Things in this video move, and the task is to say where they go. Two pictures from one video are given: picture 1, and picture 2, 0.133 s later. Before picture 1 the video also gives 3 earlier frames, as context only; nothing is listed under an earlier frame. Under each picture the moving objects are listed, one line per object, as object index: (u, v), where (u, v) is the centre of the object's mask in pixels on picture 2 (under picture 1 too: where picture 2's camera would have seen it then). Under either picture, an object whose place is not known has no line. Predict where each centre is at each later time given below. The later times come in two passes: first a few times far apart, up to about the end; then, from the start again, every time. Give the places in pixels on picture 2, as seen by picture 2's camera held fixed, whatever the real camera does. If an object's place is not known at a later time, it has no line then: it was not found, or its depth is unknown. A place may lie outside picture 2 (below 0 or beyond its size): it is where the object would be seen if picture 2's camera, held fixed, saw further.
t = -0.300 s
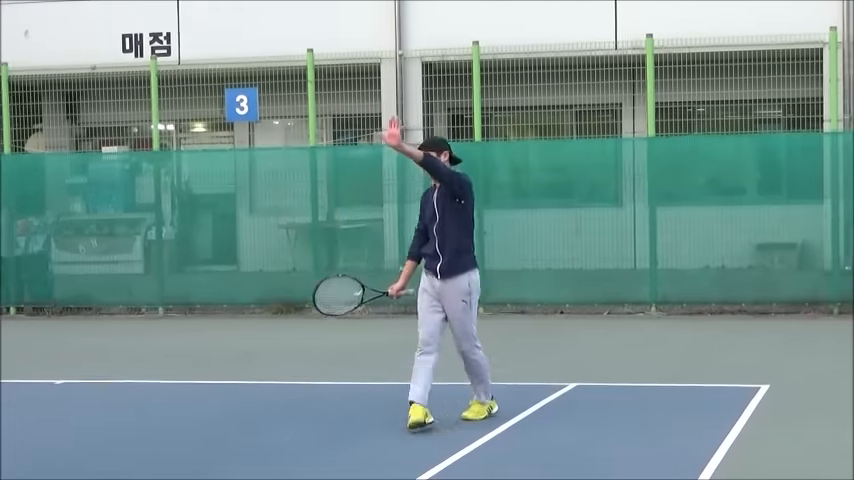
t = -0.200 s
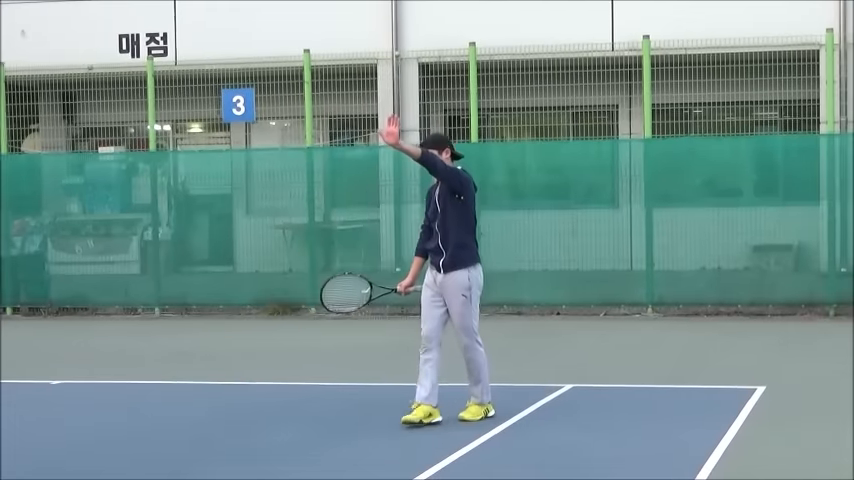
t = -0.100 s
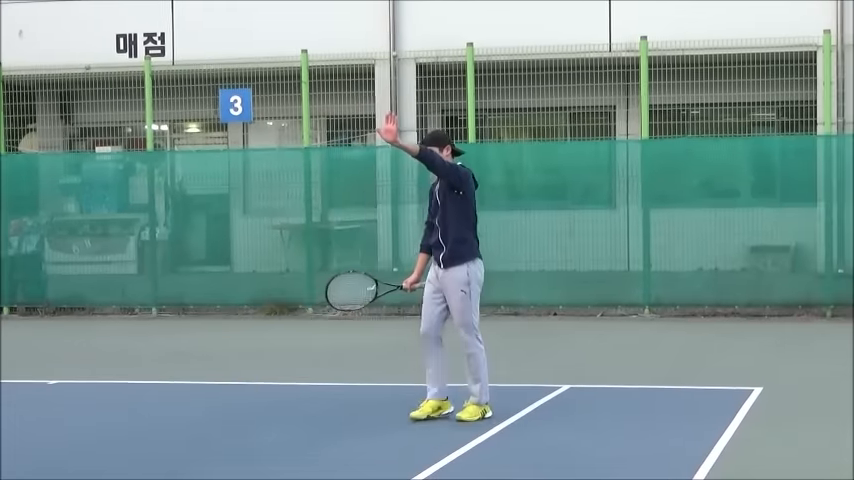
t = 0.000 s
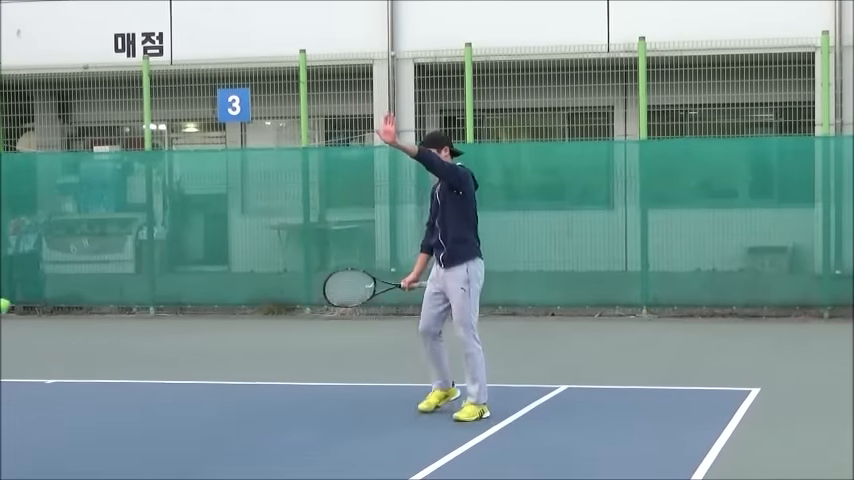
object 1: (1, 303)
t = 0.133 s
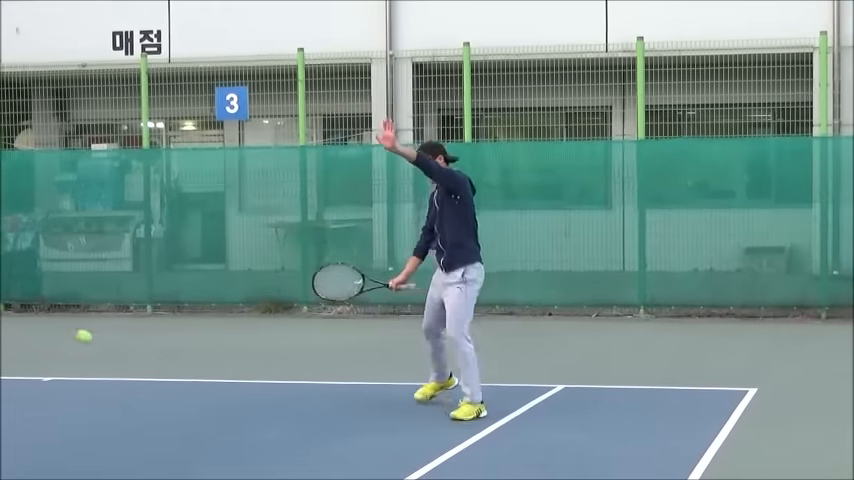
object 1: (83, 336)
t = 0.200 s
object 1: (121, 362)
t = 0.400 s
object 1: (218, 374)
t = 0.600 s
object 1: (294, 323)
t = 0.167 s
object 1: (103, 349)
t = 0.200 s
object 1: (121, 362)
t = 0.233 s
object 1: (140, 378)
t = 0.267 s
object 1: (157, 396)
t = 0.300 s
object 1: (174, 415)
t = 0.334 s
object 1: (189, 408)
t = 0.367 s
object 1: (204, 390)
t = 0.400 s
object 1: (218, 374)
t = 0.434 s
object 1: (231, 361)
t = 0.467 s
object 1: (244, 350)
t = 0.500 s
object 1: (257, 340)
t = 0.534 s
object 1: (270, 333)
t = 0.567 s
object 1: (282, 327)
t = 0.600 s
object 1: (294, 323)
